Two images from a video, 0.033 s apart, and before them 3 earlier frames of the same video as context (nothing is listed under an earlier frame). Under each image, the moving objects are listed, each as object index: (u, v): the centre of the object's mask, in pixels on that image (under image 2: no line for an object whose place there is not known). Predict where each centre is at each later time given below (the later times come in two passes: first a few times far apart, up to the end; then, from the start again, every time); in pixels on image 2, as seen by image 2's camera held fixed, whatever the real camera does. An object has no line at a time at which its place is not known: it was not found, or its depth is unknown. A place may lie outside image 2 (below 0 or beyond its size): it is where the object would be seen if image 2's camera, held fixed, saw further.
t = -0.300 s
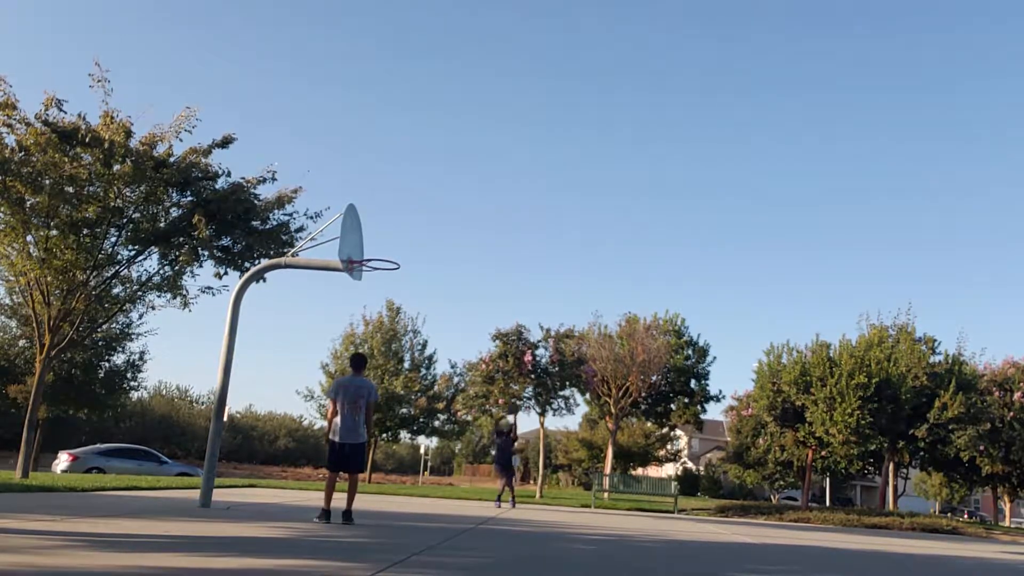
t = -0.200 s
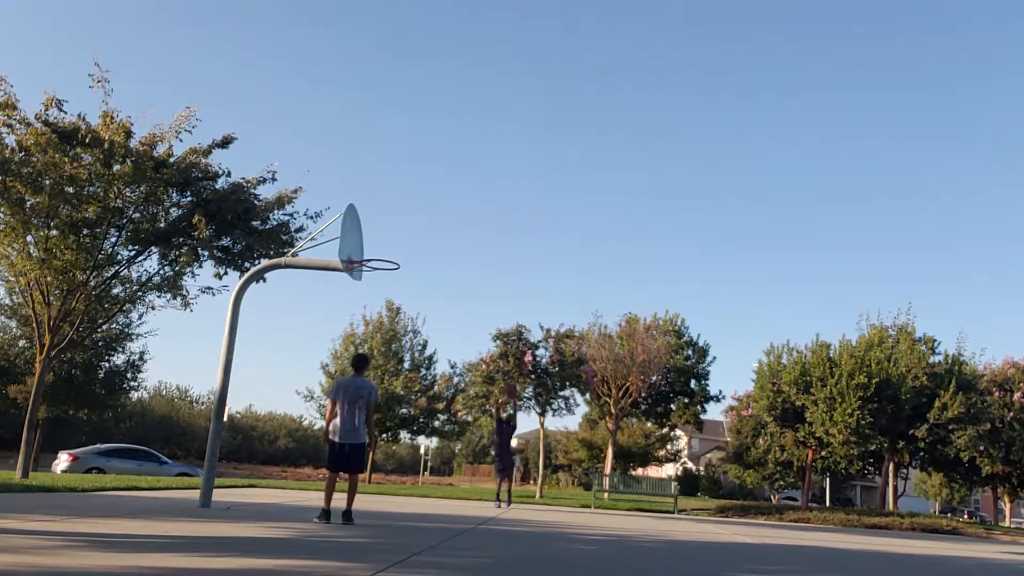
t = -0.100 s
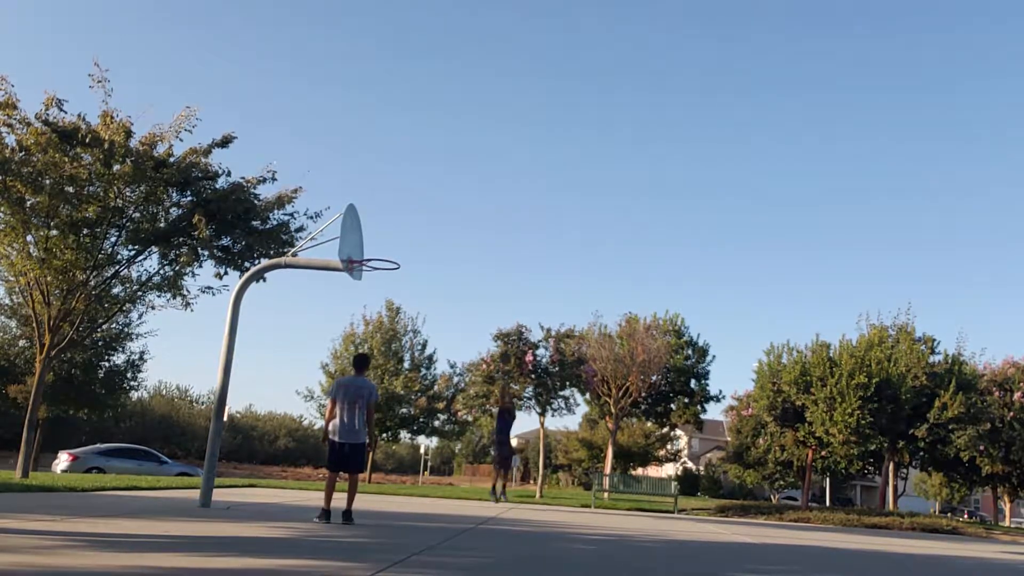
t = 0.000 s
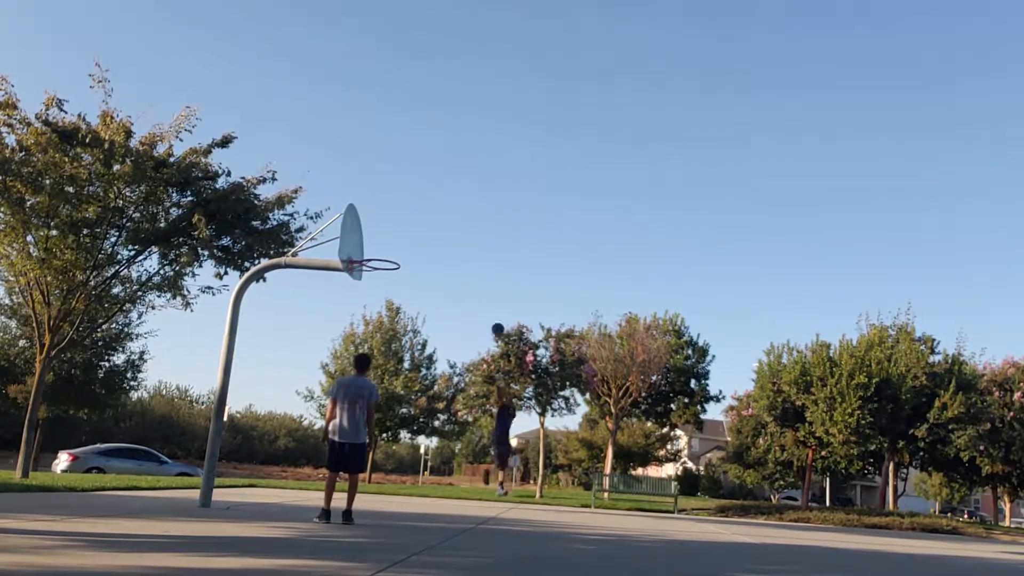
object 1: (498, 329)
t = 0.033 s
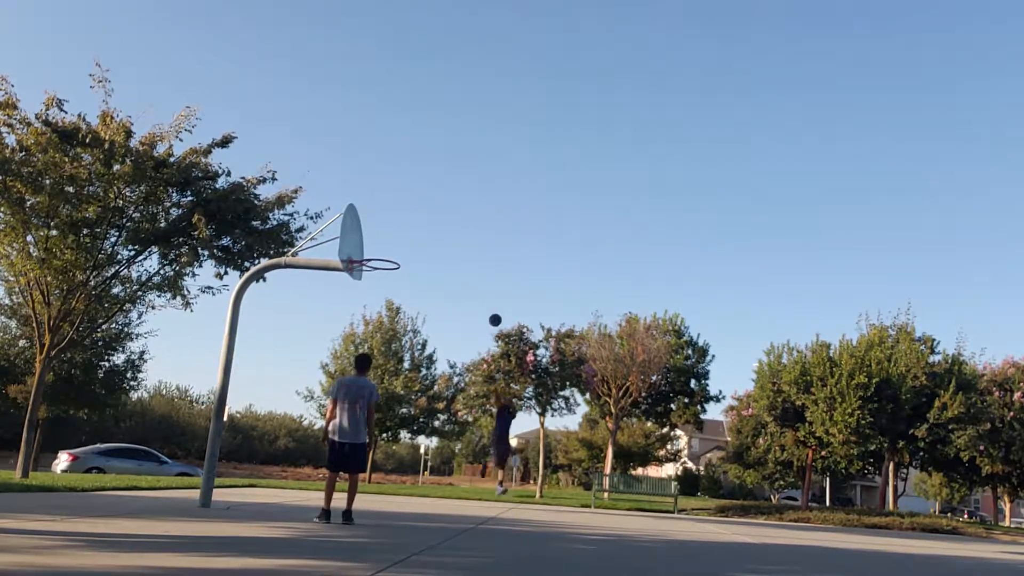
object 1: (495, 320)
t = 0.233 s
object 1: (477, 276)
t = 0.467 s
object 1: (451, 248)
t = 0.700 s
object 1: (416, 251)
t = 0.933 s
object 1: (376, 306)
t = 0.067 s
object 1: (492, 312)
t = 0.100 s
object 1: (490, 304)
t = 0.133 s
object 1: (487, 296)
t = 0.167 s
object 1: (484, 289)
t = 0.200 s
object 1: (481, 282)
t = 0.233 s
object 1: (477, 276)
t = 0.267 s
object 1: (474, 270)
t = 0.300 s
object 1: (471, 265)
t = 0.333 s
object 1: (467, 261)
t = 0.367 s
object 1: (463, 257)
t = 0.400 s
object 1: (460, 253)
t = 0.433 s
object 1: (455, 250)
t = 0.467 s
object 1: (451, 248)
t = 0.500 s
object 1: (447, 246)
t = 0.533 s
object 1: (442, 245)
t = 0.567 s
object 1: (437, 245)
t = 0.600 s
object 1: (432, 245)
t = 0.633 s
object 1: (427, 246)
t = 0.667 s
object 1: (421, 248)
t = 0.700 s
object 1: (416, 251)
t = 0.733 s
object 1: (410, 254)
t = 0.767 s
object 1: (404, 259)
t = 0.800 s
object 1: (397, 265)
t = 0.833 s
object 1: (390, 271)
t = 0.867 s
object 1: (384, 279)
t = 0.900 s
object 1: (380, 292)
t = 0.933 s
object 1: (376, 306)
